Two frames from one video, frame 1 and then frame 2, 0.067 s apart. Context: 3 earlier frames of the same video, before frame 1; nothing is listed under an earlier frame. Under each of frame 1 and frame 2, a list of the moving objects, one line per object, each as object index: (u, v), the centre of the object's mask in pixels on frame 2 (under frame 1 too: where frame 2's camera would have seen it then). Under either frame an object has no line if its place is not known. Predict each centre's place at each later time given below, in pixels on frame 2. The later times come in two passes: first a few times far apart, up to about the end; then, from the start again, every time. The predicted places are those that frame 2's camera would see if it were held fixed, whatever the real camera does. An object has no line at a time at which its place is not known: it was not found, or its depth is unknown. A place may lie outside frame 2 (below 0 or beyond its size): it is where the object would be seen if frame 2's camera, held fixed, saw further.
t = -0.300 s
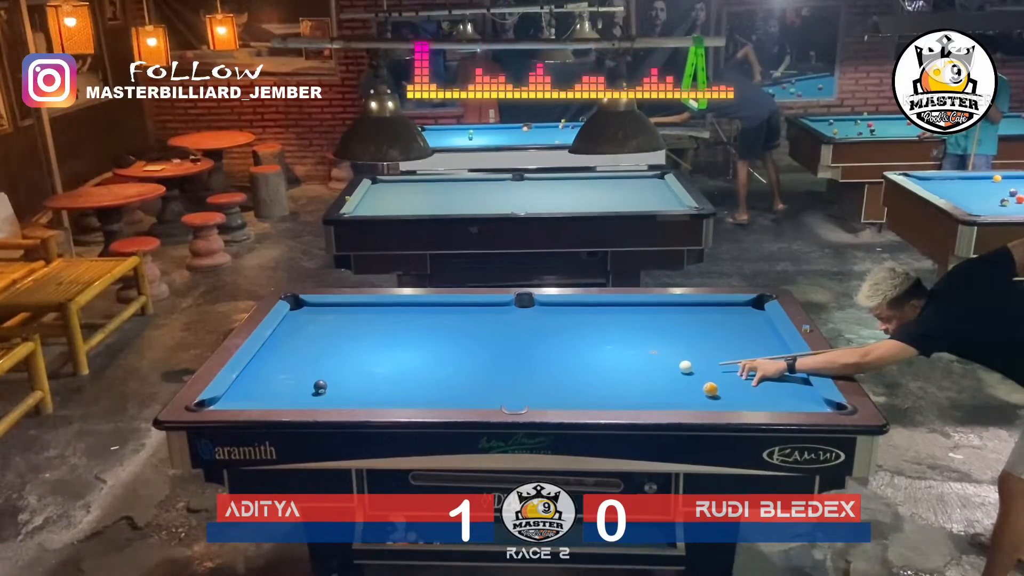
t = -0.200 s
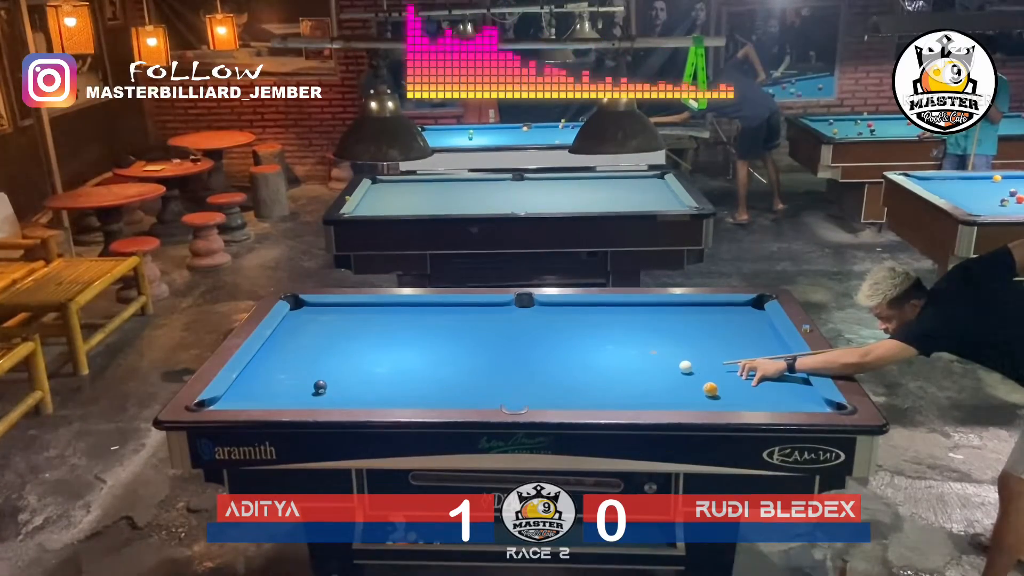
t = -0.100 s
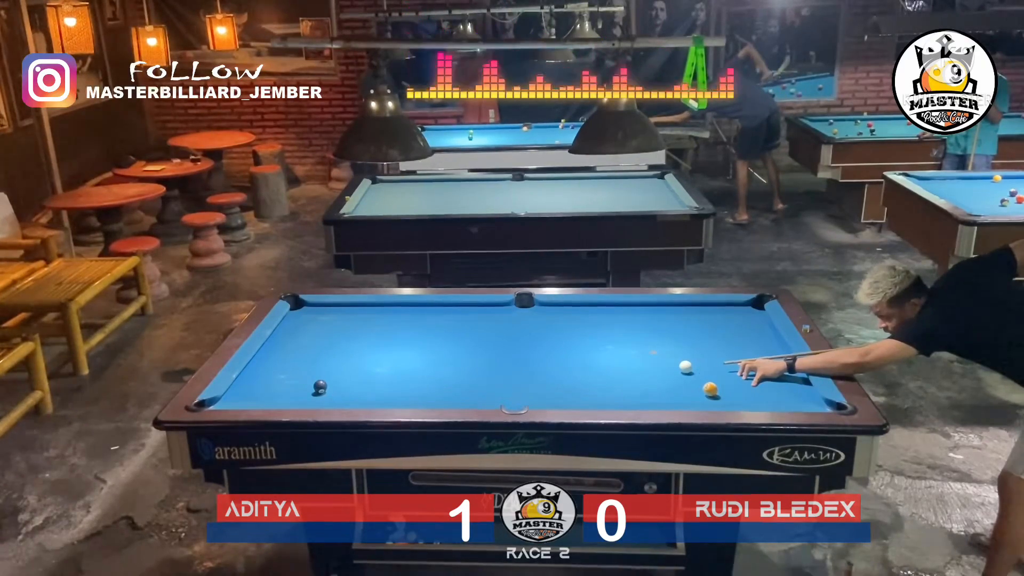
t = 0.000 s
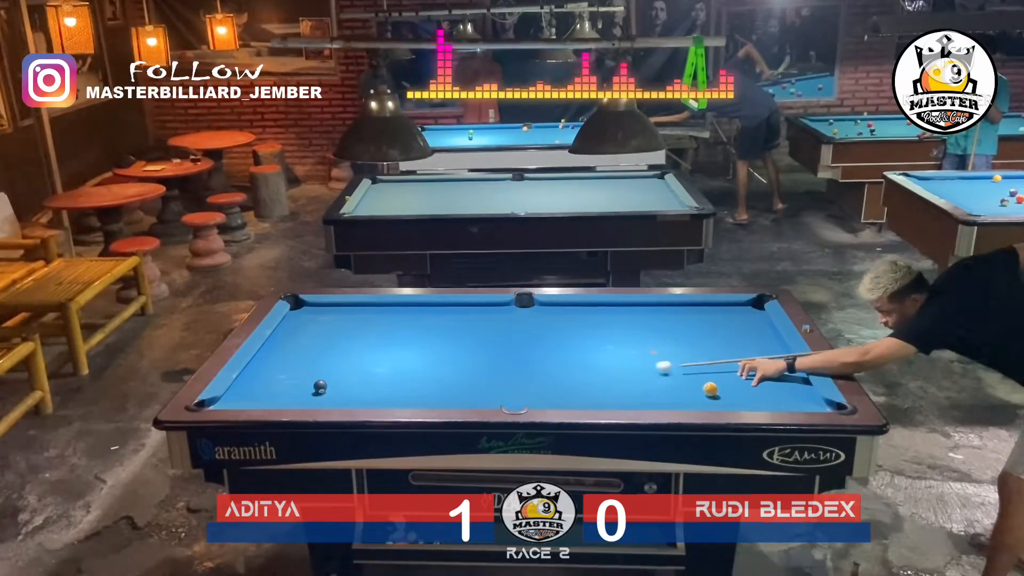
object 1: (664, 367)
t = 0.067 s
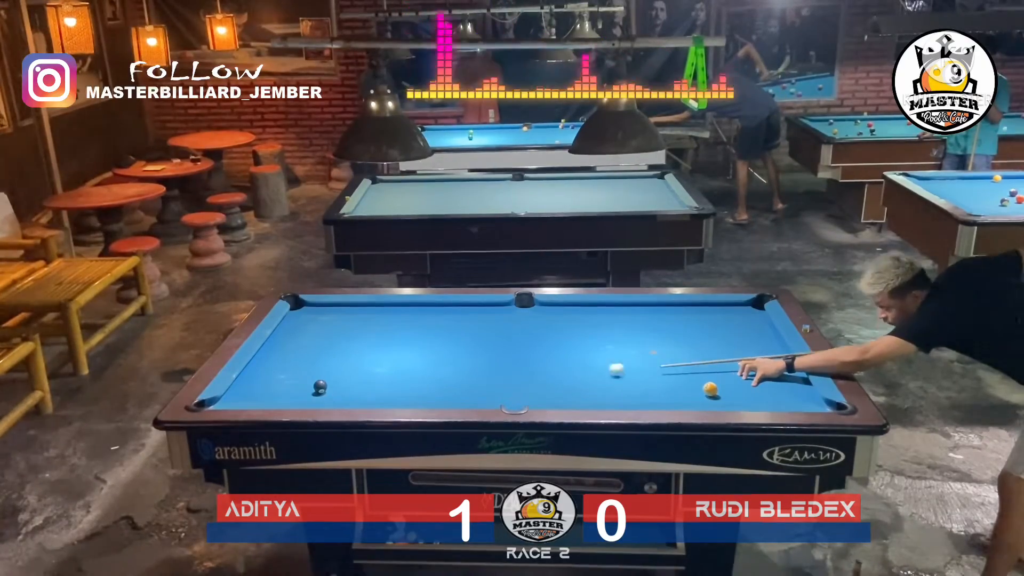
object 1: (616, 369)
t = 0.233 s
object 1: (507, 375)
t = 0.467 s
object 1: (355, 383)
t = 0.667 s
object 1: (326, 380)
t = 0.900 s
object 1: (297, 377)
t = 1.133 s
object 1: (270, 374)
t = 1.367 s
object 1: (247, 372)
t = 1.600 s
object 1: (261, 372)
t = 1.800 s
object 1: (271, 372)
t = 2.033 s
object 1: (280, 373)
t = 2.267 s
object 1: (288, 374)
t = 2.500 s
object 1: (293, 374)
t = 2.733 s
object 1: (295, 374)
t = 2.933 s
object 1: (296, 374)
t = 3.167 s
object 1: (296, 374)
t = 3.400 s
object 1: (296, 374)
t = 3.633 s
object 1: (296, 374)
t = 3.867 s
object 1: (296, 374)
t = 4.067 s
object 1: (296, 374)
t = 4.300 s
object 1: (296, 374)
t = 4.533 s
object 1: (296, 374)
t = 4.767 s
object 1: (296, 374)
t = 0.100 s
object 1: (594, 370)
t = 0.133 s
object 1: (572, 371)
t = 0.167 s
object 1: (551, 372)
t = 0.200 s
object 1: (529, 373)
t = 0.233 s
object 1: (507, 375)
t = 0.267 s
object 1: (485, 376)
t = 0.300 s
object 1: (464, 377)
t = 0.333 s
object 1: (442, 378)
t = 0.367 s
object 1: (420, 379)
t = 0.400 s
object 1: (398, 381)
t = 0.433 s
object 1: (377, 382)
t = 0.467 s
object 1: (355, 383)
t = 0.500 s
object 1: (334, 385)
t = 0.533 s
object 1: (335, 384)
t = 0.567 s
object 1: (334, 383)
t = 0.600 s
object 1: (333, 382)
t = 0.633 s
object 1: (330, 381)
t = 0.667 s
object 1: (326, 380)
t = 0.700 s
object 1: (322, 380)
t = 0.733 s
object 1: (318, 379)
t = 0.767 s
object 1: (313, 379)
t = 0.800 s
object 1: (309, 379)
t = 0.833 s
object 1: (305, 378)
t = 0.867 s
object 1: (300, 377)
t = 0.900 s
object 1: (297, 377)
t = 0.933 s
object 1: (293, 376)
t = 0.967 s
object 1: (289, 376)
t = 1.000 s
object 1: (285, 375)
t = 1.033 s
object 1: (281, 375)
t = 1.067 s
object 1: (277, 375)
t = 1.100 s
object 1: (274, 374)
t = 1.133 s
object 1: (270, 374)
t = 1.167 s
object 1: (267, 374)
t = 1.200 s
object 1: (263, 373)
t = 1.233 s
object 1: (260, 373)
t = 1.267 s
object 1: (256, 373)
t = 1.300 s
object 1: (253, 372)
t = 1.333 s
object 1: (250, 372)
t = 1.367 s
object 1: (247, 372)
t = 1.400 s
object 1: (249, 372)
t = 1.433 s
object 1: (251, 372)
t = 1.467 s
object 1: (253, 372)
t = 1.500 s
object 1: (255, 372)
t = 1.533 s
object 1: (257, 372)
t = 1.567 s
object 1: (259, 372)
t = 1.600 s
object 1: (261, 372)
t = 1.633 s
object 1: (262, 372)
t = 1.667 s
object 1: (264, 372)
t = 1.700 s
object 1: (266, 372)
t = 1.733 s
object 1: (267, 372)
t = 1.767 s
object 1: (269, 372)
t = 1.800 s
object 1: (271, 372)
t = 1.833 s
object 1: (272, 372)
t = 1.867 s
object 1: (274, 373)
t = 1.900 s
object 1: (275, 373)
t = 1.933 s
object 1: (276, 373)
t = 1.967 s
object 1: (278, 373)
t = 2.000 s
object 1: (279, 373)
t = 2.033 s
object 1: (280, 373)
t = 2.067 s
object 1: (281, 373)
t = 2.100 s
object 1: (282, 373)
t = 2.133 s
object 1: (284, 373)
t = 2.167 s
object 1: (285, 373)
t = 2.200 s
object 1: (285, 373)
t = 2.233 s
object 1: (287, 374)
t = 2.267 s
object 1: (288, 374)
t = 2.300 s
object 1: (288, 374)
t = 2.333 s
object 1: (289, 374)
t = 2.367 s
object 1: (290, 374)
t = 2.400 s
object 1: (291, 374)
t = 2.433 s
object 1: (291, 374)
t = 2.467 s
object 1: (292, 374)
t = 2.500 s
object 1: (293, 374)
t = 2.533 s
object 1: (293, 374)
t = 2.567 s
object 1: (293, 374)
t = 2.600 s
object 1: (294, 374)
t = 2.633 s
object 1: (294, 374)
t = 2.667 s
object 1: (294, 374)
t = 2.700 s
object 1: (295, 374)
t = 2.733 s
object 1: (295, 374)
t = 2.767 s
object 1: (296, 374)
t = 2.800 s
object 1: (296, 374)
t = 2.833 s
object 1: (296, 374)
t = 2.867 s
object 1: (296, 374)
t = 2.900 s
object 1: (296, 374)
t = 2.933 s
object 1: (296, 374)
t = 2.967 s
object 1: (296, 374)
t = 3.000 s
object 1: (296, 374)
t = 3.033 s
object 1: (296, 374)
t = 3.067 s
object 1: (296, 374)
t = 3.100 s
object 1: (296, 374)
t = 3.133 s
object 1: (296, 374)
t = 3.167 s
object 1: (296, 374)
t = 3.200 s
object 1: (296, 374)
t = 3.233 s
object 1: (296, 374)
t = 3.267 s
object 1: (296, 374)
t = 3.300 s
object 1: (296, 374)
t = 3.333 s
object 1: (296, 374)
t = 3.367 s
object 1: (296, 374)
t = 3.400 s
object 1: (296, 374)
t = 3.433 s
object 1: (297, 374)
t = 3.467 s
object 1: (296, 374)
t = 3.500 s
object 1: (296, 374)
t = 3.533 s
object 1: (296, 374)
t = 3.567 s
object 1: (296, 374)
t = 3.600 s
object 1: (296, 374)
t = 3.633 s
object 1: (296, 374)
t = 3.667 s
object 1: (296, 374)
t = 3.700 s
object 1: (296, 374)
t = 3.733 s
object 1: (296, 374)
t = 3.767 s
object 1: (296, 374)
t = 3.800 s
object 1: (296, 374)
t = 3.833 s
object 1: (296, 374)
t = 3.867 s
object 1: (296, 374)
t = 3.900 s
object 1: (296, 374)
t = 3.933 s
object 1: (296, 374)
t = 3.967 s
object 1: (296, 374)
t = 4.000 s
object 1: (296, 374)
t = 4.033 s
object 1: (296, 374)
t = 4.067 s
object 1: (296, 374)
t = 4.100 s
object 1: (296, 374)
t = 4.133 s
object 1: (296, 374)
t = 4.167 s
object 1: (296, 374)
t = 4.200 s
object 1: (296, 374)
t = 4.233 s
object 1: (296, 374)
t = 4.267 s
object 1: (296, 374)
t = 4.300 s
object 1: (296, 374)
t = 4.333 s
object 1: (296, 374)
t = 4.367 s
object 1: (296, 374)
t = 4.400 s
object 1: (296, 374)
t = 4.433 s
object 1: (296, 374)
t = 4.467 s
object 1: (296, 374)
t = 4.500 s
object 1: (296, 374)
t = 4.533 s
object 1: (296, 374)
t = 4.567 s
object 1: (296, 374)
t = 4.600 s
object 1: (296, 374)
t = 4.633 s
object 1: (296, 374)
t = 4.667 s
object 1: (296, 374)
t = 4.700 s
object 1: (296, 374)
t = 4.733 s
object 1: (296, 374)
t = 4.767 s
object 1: (296, 374)
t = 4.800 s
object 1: (296, 374)
